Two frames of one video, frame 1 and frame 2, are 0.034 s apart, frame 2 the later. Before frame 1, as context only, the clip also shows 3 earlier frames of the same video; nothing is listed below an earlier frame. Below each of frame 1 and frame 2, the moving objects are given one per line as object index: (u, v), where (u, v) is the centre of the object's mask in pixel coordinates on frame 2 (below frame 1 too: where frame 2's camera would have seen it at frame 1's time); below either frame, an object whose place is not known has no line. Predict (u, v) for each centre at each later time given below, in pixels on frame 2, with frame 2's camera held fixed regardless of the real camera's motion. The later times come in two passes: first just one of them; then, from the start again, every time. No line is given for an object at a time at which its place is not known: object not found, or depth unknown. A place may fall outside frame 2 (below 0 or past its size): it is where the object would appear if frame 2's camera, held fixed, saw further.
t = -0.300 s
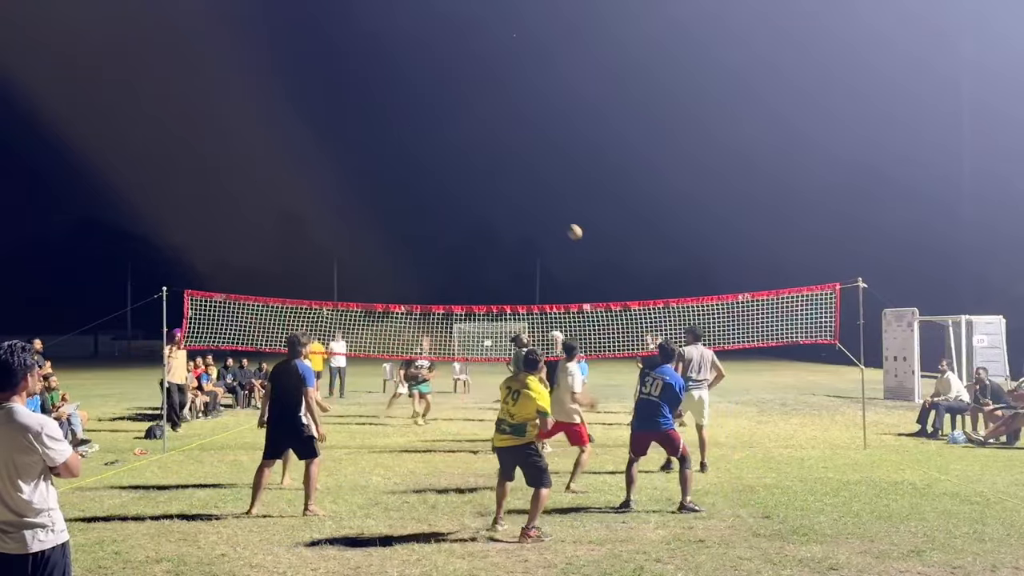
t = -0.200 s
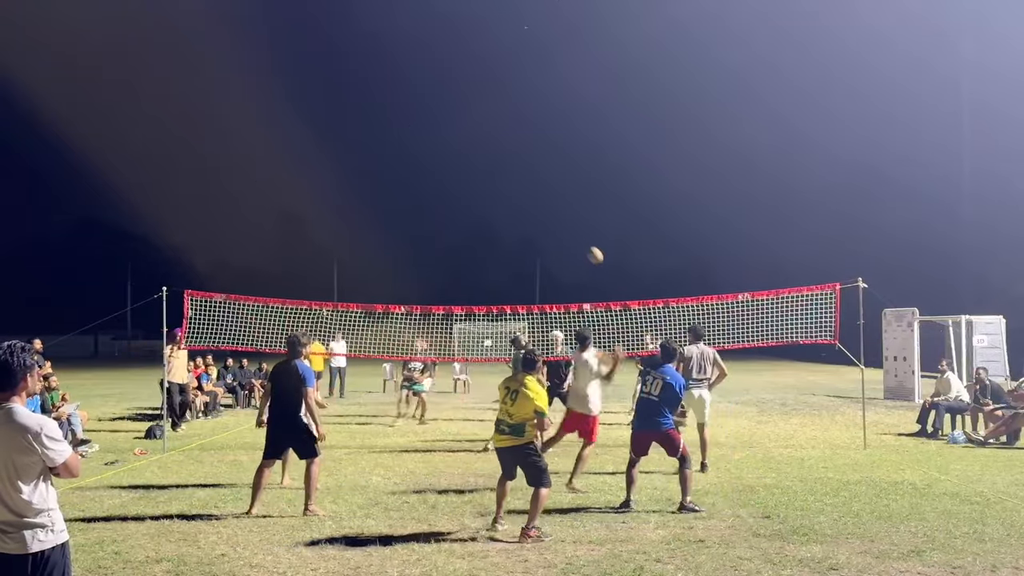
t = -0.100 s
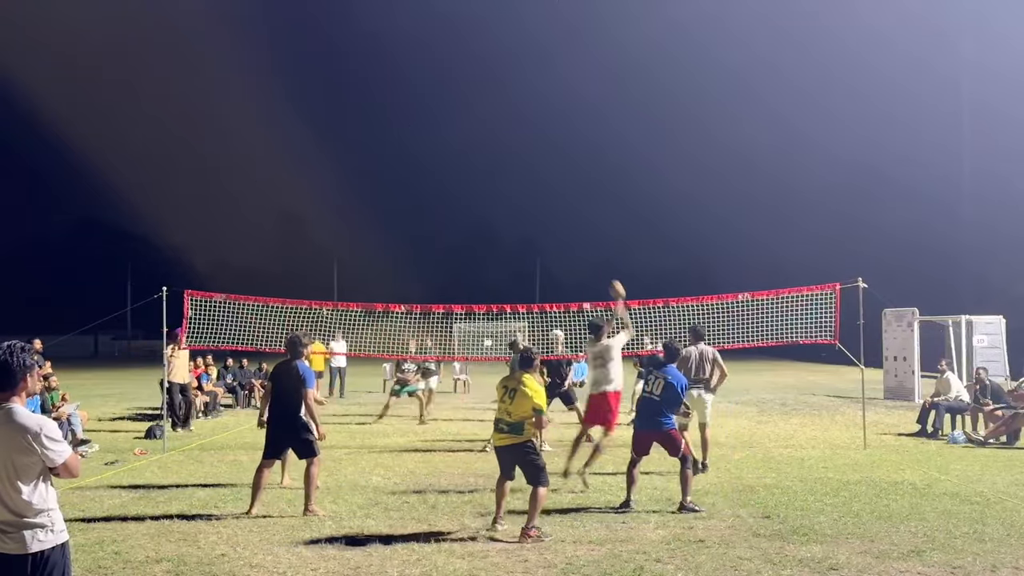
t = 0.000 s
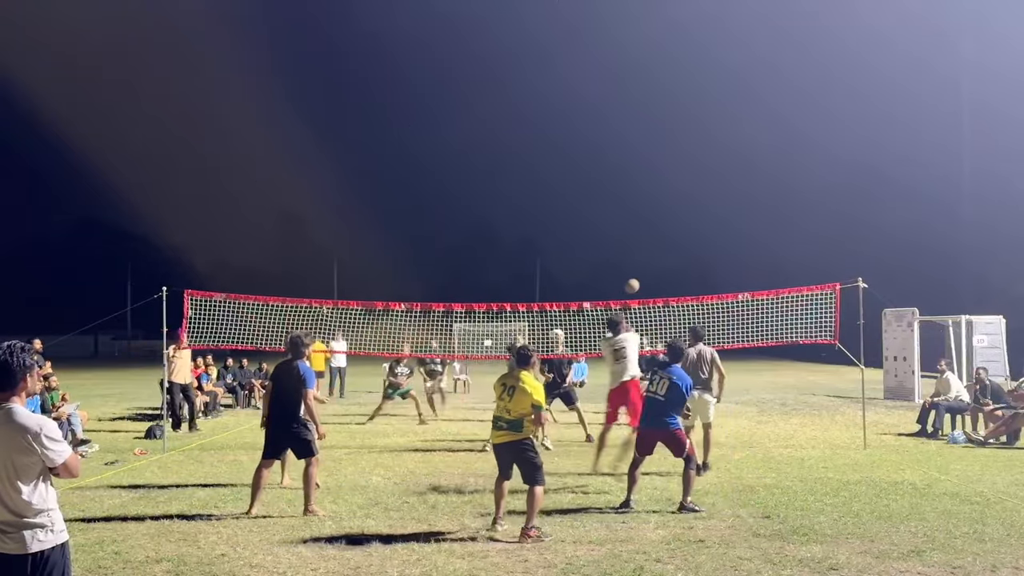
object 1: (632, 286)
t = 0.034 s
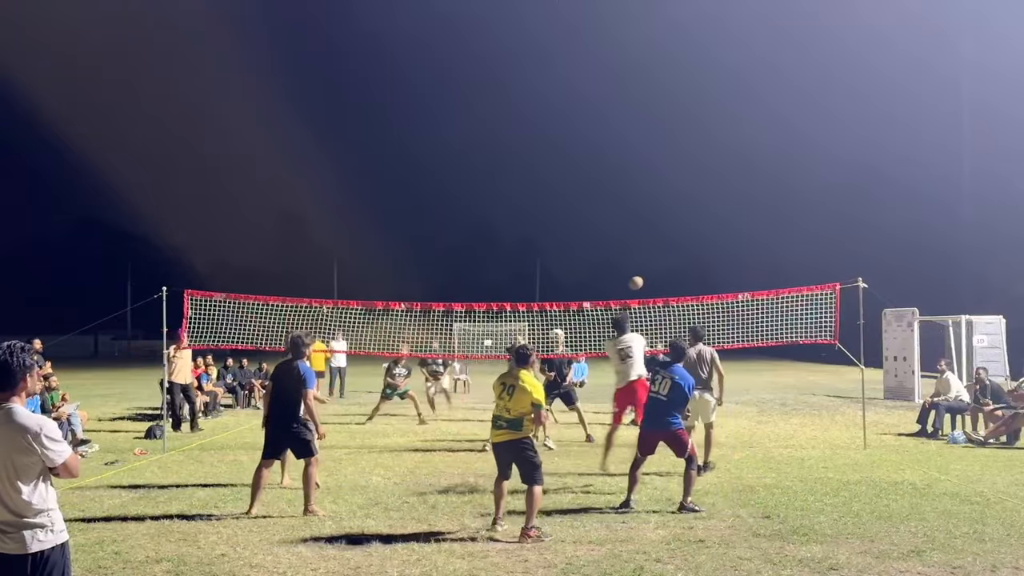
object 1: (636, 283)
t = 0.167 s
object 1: (649, 282)
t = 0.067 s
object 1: (639, 281)
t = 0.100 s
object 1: (643, 280)
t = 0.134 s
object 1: (646, 280)
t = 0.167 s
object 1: (649, 282)
